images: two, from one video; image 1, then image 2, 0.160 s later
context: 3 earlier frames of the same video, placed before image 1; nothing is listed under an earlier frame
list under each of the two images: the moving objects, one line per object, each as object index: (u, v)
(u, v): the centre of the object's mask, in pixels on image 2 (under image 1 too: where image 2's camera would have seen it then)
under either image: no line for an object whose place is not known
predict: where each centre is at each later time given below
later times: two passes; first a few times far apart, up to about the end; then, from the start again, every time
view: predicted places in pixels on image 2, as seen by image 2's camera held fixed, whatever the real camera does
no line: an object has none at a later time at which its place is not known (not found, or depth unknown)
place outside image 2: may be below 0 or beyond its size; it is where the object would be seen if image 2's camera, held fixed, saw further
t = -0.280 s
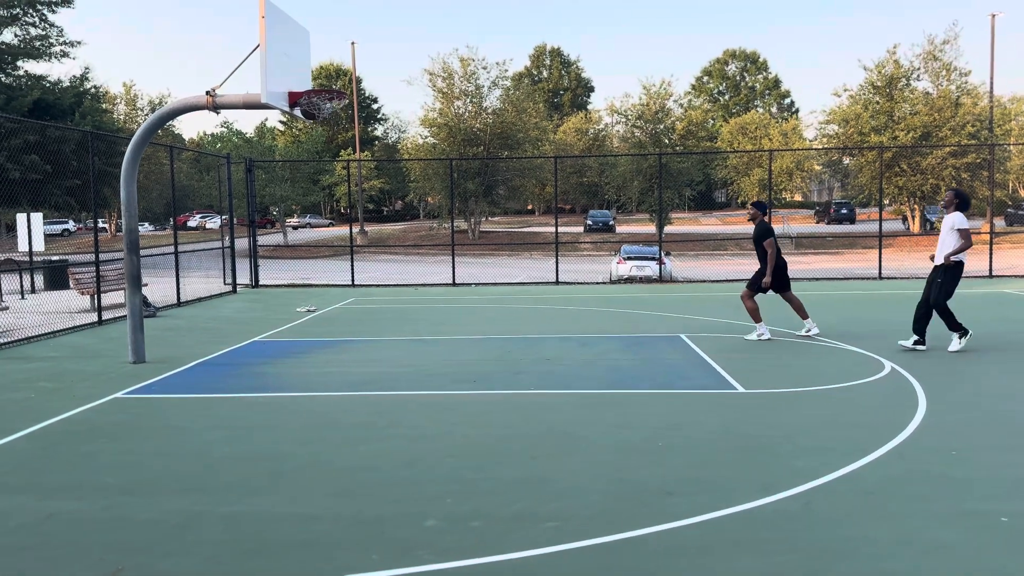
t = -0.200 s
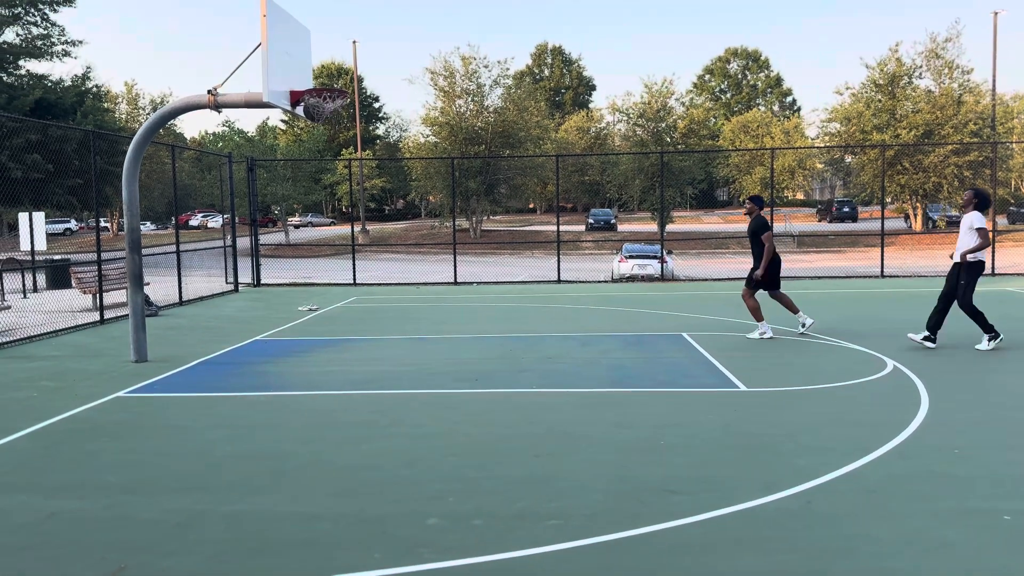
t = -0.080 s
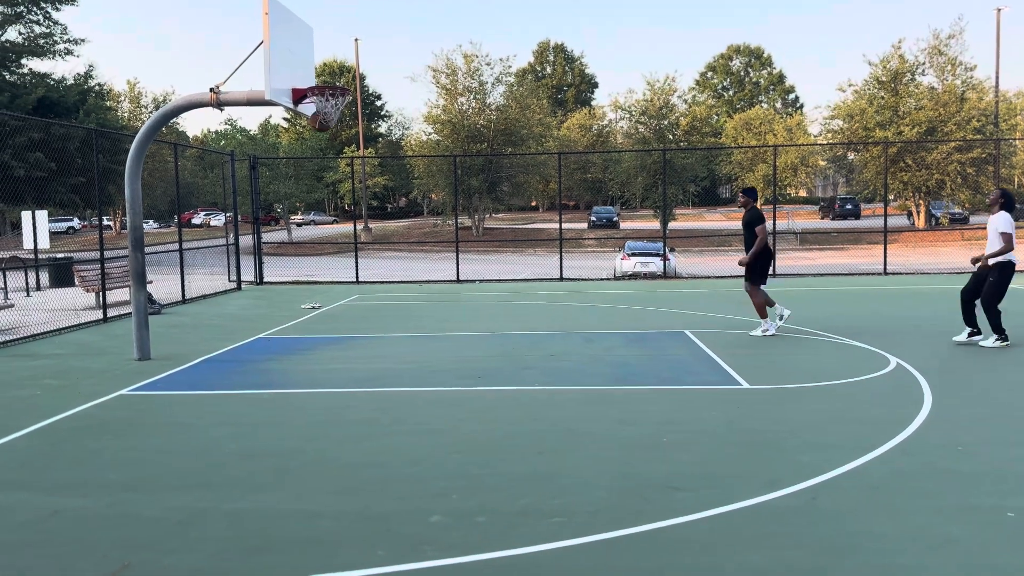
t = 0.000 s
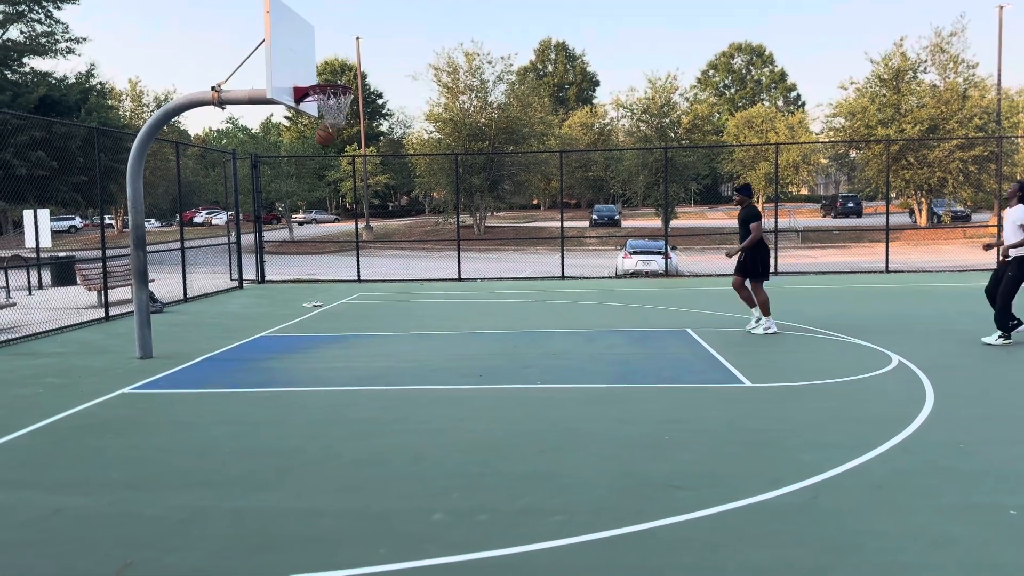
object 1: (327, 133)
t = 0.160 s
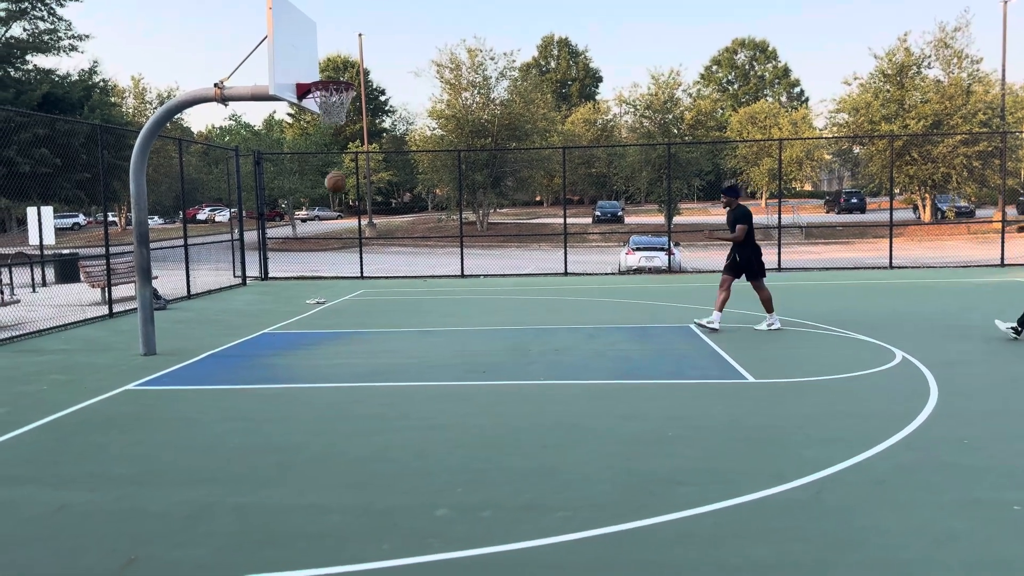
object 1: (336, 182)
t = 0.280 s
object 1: (342, 234)
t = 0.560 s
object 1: (357, 304)
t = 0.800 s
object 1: (372, 224)
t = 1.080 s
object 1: (393, 195)
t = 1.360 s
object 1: (417, 242)
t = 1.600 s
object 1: (437, 338)
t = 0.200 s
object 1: (338, 198)
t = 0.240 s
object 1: (340, 216)
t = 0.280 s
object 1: (342, 234)
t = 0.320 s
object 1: (344, 254)
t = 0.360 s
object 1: (346, 275)
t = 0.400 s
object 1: (348, 298)
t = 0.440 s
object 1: (350, 322)
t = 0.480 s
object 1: (353, 343)
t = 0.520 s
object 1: (355, 323)
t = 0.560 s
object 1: (357, 304)
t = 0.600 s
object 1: (359, 287)
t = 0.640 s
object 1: (362, 272)
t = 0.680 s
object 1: (364, 258)
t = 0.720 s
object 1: (366, 245)
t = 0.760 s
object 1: (369, 234)
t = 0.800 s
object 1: (372, 224)
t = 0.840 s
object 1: (374, 215)
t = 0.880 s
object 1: (377, 208)
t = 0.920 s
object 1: (381, 203)
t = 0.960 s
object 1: (383, 198)
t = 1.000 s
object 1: (387, 196)
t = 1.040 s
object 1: (390, 195)
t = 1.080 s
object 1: (393, 195)
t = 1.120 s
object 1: (397, 197)
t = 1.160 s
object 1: (400, 201)
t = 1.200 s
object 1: (404, 206)
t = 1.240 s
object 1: (407, 213)
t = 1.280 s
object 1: (411, 221)
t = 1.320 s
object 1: (414, 230)
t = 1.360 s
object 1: (417, 242)
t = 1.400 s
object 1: (421, 254)
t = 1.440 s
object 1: (425, 269)
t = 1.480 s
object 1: (428, 284)
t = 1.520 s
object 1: (431, 301)
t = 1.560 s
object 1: (435, 319)
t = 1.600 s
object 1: (437, 338)
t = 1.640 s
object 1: (440, 333)
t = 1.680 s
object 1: (443, 318)
